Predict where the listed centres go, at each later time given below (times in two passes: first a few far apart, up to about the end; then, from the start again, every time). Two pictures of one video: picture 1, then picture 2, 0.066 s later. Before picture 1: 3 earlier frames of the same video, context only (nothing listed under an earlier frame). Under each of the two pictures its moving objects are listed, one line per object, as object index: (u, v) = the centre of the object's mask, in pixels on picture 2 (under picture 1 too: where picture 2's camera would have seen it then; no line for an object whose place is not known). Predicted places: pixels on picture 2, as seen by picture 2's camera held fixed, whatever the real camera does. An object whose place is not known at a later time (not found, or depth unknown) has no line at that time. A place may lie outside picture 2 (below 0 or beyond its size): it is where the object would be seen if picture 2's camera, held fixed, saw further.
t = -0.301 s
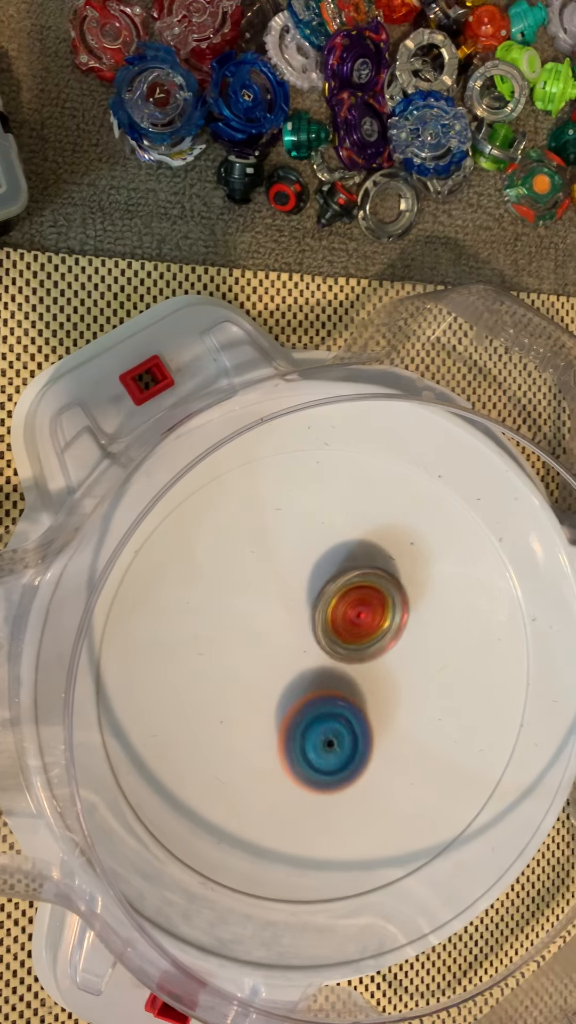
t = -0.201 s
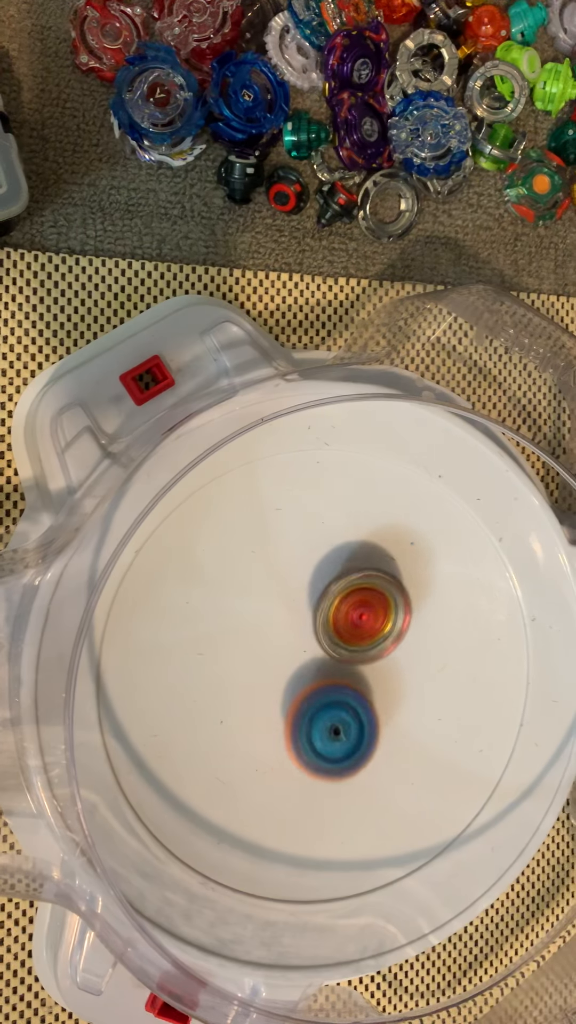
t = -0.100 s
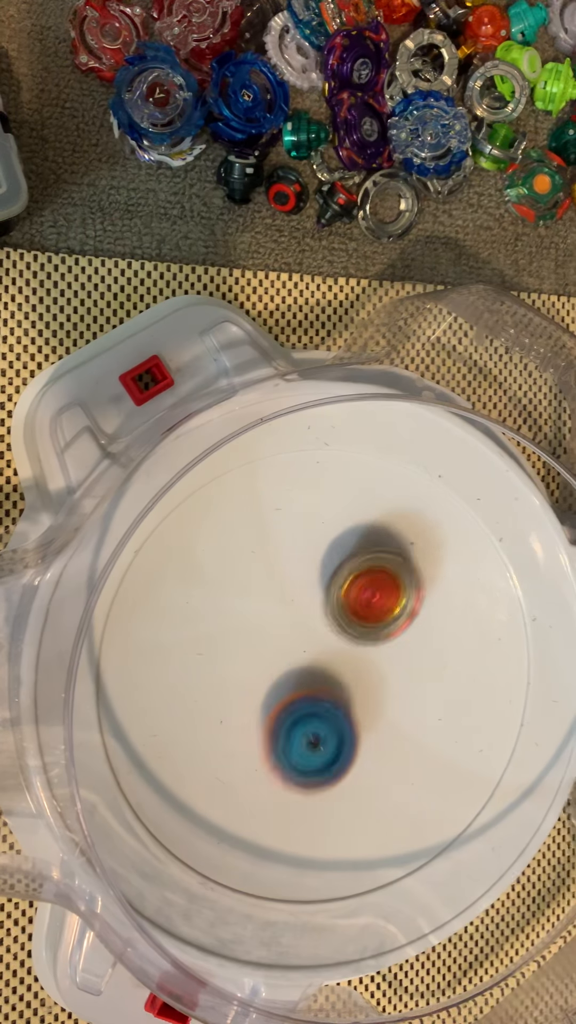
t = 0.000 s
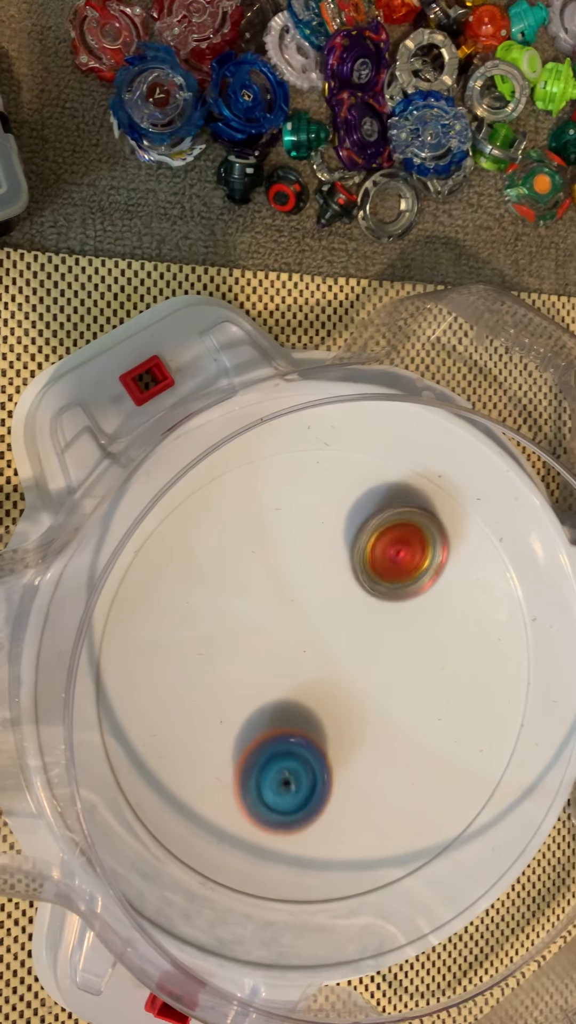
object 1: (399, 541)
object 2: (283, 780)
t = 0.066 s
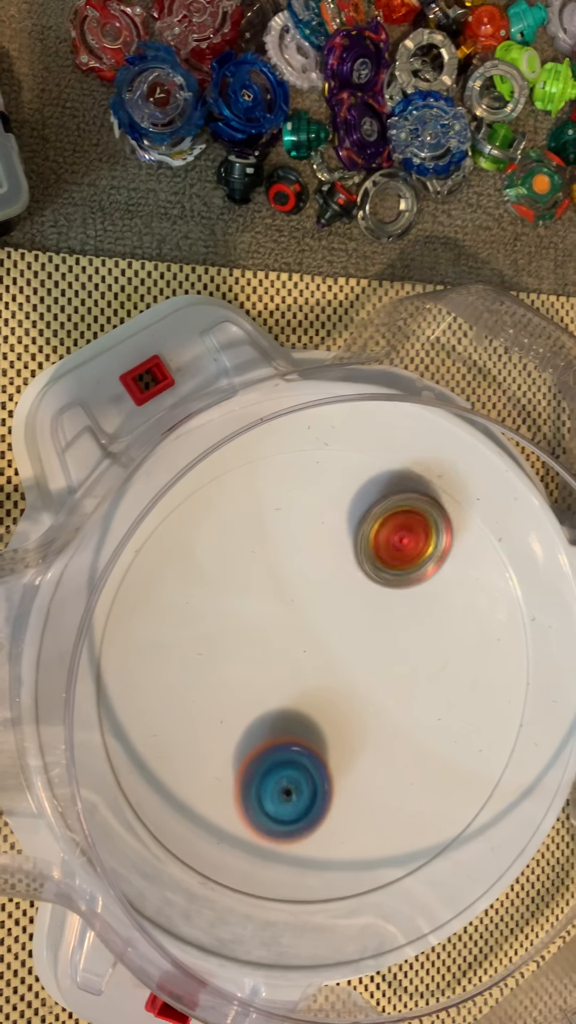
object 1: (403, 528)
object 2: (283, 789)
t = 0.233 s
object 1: (370, 553)
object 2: (329, 766)
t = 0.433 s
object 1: (321, 565)
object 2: (355, 772)
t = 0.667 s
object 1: (331, 555)
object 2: (346, 753)
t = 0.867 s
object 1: (407, 592)
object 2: (286, 730)
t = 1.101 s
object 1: (419, 614)
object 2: (300, 729)
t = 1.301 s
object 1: (393, 622)
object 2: (276, 707)
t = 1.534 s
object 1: (375, 628)
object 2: (272, 707)
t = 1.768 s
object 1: (462, 630)
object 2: (240, 734)
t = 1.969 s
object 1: (476, 624)
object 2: (299, 696)
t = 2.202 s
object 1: (416, 654)
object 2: (289, 617)
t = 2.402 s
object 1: (384, 702)
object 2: (250, 630)
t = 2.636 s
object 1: (388, 760)
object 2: (256, 641)
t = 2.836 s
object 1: (420, 759)
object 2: (268, 635)
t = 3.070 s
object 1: (406, 680)
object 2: (284, 618)
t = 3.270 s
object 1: (414, 702)
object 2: (263, 593)
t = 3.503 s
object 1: (352, 724)
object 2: (289, 640)
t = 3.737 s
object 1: (325, 782)
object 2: (328, 622)
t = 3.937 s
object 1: (314, 770)
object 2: (345, 628)
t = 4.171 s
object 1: (296, 721)
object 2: (359, 640)
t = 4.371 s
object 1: (243, 708)
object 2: (387, 632)
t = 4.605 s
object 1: (251, 716)
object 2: (366, 648)
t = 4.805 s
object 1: (250, 715)
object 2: (400, 665)
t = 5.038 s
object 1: (241, 714)
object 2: (401, 673)
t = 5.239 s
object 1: (260, 679)
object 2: (370, 675)
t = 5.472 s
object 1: (264, 638)
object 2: (354, 686)
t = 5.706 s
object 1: (266, 621)
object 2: (355, 717)
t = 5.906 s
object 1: (272, 620)
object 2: (340, 702)
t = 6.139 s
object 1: (285, 584)
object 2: (335, 727)
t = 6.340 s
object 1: (302, 568)
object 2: (335, 746)
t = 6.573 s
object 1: (313, 545)
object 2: (342, 739)
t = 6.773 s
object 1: (325, 597)
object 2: (347, 722)
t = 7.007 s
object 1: (358, 582)
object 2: (349, 743)
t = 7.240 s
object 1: (388, 582)
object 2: (336, 706)
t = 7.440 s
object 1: (393, 589)
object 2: (313, 702)
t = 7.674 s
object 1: (388, 614)
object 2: (287, 702)
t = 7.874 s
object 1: (377, 624)
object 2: (283, 694)
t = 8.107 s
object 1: (383, 629)
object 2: (284, 683)
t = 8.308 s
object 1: (403, 649)
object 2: (283, 673)
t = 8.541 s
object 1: (404, 678)
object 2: (283, 653)
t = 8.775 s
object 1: (390, 694)
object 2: (293, 643)
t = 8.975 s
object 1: (401, 740)
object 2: (286, 600)
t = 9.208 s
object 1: (381, 729)
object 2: (303, 619)
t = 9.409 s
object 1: (370, 718)
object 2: (306, 632)
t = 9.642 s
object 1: (368, 731)
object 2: (297, 616)
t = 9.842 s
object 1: (360, 727)
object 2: (295, 618)
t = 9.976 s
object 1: (351, 714)
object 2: (300, 626)
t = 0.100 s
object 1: (400, 529)
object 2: (289, 790)
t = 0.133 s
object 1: (395, 530)
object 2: (297, 788)
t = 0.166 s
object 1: (388, 536)
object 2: (307, 782)
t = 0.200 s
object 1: (379, 543)
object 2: (318, 775)
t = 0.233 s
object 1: (370, 553)
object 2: (329, 766)
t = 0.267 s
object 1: (361, 567)
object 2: (339, 754)
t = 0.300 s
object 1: (352, 582)
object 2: (344, 743)
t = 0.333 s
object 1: (343, 597)
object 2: (349, 729)
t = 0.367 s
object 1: (334, 603)
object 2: (351, 727)
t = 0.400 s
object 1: (326, 582)
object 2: (354, 753)
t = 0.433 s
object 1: (321, 565)
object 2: (355, 772)
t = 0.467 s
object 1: (318, 553)
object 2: (357, 788)
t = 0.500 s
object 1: (317, 545)
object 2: (358, 796)
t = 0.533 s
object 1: (317, 539)
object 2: (357, 798)
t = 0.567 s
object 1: (318, 536)
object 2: (356, 794)
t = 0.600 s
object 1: (321, 539)
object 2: (353, 786)
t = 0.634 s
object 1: (325, 545)
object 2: (351, 770)
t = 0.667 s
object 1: (331, 555)
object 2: (346, 753)
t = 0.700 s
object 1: (339, 568)
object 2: (341, 734)
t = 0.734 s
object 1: (347, 583)
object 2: (334, 715)
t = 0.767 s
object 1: (362, 596)
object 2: (324, 708)
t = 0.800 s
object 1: (378, 593)
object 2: (309, 716)
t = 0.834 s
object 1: (393, 592)
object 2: (297, 724)
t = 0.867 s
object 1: (407, 592)
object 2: (286, 730)
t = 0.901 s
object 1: (418, 593)
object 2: (278, 734)
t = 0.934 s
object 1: (424, 592)
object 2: (274, 737)
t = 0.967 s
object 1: (429, 597)
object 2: (275, 737)
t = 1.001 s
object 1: (432, 605)
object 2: (280, 737)
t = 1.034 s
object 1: (429, 607)
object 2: (287, 736)
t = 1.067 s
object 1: (424, 610)
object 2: (294, 732)
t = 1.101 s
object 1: (419, 614)
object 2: (300, 729)
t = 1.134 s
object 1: (411, 621)
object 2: (304, 724)
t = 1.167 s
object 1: (402, 624)
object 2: (308, 717)
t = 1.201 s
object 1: (393, 628)
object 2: (311, 710)
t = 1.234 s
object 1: (390, 628)
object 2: (302, 708)
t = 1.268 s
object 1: (392, 623)
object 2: (289, 708)
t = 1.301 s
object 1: (393, 622)
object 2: (276, 707)
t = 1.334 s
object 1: (393, 620)
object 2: (266, 706)
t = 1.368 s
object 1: (392, 620)
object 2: (260, 705)
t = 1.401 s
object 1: (388, 619)
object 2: (256, 704)
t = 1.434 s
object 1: (385, 622)
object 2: (256, 703)
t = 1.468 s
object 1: (381, 622)
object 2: (260, 703)
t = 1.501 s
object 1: (378, 624)
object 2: (265, 705)
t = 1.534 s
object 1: (375, 628)
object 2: (272, 707)
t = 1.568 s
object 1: (372, 631)
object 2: (279, 709)
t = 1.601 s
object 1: (374, 638)
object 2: (286, 710)
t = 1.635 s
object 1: (392, 636)
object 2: (270, 719)
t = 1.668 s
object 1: (412, 628)
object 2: (255, 726)
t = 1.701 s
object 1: (430, 626)
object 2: (245, 732)
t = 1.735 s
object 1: (449, 628)
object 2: (240, 735)
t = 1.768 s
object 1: (462, 630)
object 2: (240, 734)
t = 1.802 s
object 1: (472, 629)
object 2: (246, 732)
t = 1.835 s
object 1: (480, 630)
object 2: (256, 727)
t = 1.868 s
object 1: (482, 628)
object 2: (267, 722)
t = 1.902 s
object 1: (484, 626)
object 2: (279, 715)
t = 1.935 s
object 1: (481, 625)
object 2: (289, 707)
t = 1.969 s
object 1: (476, 624)
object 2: (299, 696)
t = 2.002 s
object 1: (468, 624)
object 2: (305, 686)
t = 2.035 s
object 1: (458, 624)
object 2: (310, 674)
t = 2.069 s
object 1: (446, 626)
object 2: (313, 664)
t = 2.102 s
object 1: (433, 629)
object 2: (315, 652)
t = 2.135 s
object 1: (421, 635)
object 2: (315, 640)
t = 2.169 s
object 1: (419, 643)
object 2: (302, 626)
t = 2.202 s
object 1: (416, 654)
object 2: (289, 617)
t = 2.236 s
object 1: (413, 666)
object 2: (276, 611)
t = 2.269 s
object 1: (408, 672)
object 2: (264, 609)
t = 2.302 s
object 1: (403, 682)
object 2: (255, 610)
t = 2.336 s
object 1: (398, 690)
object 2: (250, 615)
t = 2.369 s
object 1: (391, 697)
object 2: (248, 623)
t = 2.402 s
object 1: (384, 702)
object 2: (250, 630)
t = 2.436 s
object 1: (379, 711)
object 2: (255, 639)
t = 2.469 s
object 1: (371, 716)
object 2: (261, 647)
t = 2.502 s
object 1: (365, 714)
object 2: (267, 656)
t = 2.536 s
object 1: (357, 709)
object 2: (272, 664)
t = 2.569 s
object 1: (365, 722)
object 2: (266, 656)
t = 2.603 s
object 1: (378, 744)
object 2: (261, 649)
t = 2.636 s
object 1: (388, 760)
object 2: (256, 641)
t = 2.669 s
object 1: (397, 771)
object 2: (253, 635)
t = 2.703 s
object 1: (405, 777)
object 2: (252, 632)
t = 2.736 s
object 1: (413, 777)
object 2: (255, 631)
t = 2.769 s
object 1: (418, 775)
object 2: (258, 631)
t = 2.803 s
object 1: (421, 769)
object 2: (263, 632)
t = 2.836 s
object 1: (420, 759)
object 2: (268, 635)
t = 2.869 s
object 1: (419, 747)
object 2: (274, 638)
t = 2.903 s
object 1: (415, 733)
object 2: (280, 642)
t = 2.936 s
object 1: (410, 720)
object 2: (285, 646)
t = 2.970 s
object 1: (405, 706)
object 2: (291, 646)
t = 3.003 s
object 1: (398, 692)
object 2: (298, 647)
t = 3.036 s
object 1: (396, 676)
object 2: (297, 638)
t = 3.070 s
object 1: (406, 680)
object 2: (284, 618)
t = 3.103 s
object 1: (414, 685)
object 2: (272, 605)
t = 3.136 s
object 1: (419, 689)
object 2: (265, 596)
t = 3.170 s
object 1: (421, 693)
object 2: (261, 590)
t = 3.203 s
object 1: (420, 697)
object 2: (259, 588)
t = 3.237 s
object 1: (419, 700)
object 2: (260, 589)
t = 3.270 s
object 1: (414, 702)
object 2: (263, 593)
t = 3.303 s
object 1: (409, 703)
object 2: (267, 599)
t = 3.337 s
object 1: (400, 705)
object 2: (273, 607)
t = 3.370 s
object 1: (391, 705)
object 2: (278, 616)
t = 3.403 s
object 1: (381, 714)
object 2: (283, 626)
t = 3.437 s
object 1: (367, 707)
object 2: (287, 634)
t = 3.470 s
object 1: (358, 712)
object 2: (290, 642)
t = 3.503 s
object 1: (352, 724)
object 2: (289, 640)
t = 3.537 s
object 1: (347, 734)
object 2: (287, 637)
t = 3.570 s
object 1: (346, 751)
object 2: (289, 637)
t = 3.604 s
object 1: (341, 763)
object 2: (294, 634)
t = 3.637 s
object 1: (336, 770)
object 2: (300, 632)
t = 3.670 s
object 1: (333, 776)
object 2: (310, 629)
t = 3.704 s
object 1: (328, 780)
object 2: (319, 625)
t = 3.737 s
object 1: (325, 782)
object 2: (328, 622)
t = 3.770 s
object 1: (323, 783)
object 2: (335, 620)
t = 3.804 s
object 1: (321, 783)
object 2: (339, 620)
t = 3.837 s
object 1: (319, 781)
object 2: (344, 621)
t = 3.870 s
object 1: (318, 779)
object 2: (346, 622)
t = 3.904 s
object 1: (316, 775)
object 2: (346, 625)
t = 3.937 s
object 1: (314, 770)
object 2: (345, 628)
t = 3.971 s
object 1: (313, 766)
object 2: (344, 631)
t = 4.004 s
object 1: (311, 760)
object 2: (343, 631)
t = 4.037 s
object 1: (309, 754)
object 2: (345, 633)
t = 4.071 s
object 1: (307, 746)
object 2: (348, 634)
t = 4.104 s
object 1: (304, 737)
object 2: (352, 638)
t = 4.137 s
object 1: (300, 729)
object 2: (357, 639)
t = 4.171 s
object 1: (296, 721)
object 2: (359, 640)
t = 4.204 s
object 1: (288, 714)
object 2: (364, 638)
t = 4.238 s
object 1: (277, 711)
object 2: (372, 635)
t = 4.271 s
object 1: (266, 709)
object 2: (378, 634)
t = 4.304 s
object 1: (257, 708)
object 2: (382, 632)
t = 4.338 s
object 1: (250, 708)
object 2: (386, 632)
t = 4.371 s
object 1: (243, 708)
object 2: (387, 632)
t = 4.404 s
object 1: (238, 709)
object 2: (386, 634)
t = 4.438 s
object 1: (235, 709)
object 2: (383, 636)
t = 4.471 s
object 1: (235, 710)
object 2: (381, 638)
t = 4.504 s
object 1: (238, 711)
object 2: (377, 641)
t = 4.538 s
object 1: (241, 714)
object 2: (374, 643)
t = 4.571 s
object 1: (246, 715)
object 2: (370, 646)
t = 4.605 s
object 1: (251, 716)
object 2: (366, 648)
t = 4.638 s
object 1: (257, 716)
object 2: (361, 651)
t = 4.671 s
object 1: (265, 716)
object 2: (360, 653)
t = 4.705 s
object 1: (272, 712)
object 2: (358, 658)
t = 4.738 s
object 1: (269, 713)
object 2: (367, 662)
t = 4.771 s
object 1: (257, 714)
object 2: (385, 664)
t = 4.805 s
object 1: (250, 715)
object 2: (400, 665)
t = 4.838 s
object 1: (241, 714)
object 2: (409, 667)
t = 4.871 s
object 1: (236, 713)
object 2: (415, 668)
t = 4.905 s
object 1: (232, 713)
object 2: (417, 670)
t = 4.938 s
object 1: (232, 713)
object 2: (416, 671)
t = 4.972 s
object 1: (234, 713)
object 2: (414, 672)
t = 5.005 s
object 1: (238, 713)
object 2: (408, 672)
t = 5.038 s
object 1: (241, 714)
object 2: (401, 673)
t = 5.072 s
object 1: (246, 713)
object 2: (393, 674)
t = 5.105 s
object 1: (252, 711)
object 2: (386, 673)
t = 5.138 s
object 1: (258, 708)
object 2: (376, 674)
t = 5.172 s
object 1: (265, 701)
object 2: (368, 674)
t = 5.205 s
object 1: (269, 692)
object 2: (364, 673)
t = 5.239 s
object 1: (260, 679)
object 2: (370, 675)
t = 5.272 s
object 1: (254, 668)
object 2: (372, 676)
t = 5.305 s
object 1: (252, 657)
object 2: (372, 678)
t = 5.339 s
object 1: (251, 648)
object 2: (370, 679)
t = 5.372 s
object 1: (252, 642)
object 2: (367, 681)
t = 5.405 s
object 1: (255, 637)
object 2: (363, 683)
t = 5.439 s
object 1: (260, 636)
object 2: (359, 684)
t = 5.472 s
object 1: (264, 638)
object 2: (354, 686)
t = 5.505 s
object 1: (268, 638)
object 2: (351, 688)
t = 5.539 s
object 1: (268, 634)
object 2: (353, 695)
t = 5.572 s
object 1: (265, 630)
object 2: (354, 703)
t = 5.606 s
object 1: (265, 629)
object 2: (355, 711)
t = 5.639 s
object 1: (264, 625)
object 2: (356, 714)
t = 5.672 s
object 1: (265, 621)
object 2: (355, 716)
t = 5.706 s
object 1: (266, 621)
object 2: (355, 717)
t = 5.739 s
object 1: (266, 622)
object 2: (352, 717)
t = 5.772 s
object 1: (266, 623)
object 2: (350, 714)
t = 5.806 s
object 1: (268, 625)
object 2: (347, 712)
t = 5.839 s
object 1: (268, 627)
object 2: (343, 709)
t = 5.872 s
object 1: (270, 631)
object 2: (340, 703)
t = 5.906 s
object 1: (272, 620)
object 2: (340, 702)
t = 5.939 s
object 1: (269, 607)
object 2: (342, 712)
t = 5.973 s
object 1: (269, 593)
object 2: (344, 720)
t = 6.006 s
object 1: (271, 587)
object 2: (343, 725)
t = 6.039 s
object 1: (274, 580)
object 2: (342, 730)
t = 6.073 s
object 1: (277, 580)
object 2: (340, 732)
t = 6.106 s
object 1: (281, 580)
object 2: (338, 730)
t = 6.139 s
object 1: (285, 584)
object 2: (335, 727)
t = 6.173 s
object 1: (288, 590)
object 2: (333, 725)
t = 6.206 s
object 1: (291, 596)
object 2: (330, 720)
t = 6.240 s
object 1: (295, 603)
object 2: (328, 715)
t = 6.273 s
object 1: (299, 604)
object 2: (328, 714)
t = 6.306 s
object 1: (301, 582)
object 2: (332, 731)
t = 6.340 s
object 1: (302, 568)
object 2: (335, 746)
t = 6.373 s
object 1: (306, 554)
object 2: (336, 754)
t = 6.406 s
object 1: (307, 544)
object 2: (337, 758)
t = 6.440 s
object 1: (310, 538)
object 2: (339, 756)
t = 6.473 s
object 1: (311, 535)
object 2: (340, 754)
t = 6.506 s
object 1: (313, 533)
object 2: (341, 750)
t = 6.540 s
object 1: (313, 537)
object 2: (342, 745)
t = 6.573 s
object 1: (313, 545)
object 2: (342, 739)
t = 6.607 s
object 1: (311, 551)
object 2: (343, 733)
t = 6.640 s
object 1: (313, 565)
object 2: (344, 727)
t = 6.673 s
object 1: (314, 579)
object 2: (346, 721)
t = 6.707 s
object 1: (318, 591)
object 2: (346, 716)
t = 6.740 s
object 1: (320, 601)
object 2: (346, 711)
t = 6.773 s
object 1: (325, 597)
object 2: (347, 722)
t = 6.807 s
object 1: (331, 593)
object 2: (349, 736)
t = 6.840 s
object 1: (332, 585)
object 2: (349, 746)
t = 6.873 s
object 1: (337, 583)
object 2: (351, 751)
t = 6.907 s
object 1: (339, 581)
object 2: (351, 753)
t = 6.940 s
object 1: (345, 581)
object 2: (351, 752)
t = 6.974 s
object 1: (350, 582)
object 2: (350, 748)
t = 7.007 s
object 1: (358, 582)
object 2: (349, 743)
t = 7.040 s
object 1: (360, 582)
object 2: (348, 736)
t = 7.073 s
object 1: (363, 583)
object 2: (347, 728)
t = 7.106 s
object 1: (369, 590)
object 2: (346, 720)
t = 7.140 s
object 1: (372, 592)
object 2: (346, 711)
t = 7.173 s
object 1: (375, 594)
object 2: (345, 705)
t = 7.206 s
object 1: (379, 591)
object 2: (343, 701)
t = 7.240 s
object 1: (388, 582)
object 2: (336, 706)
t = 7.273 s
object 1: (394, 577)
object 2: (328, 710)
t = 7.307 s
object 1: (399, 576)
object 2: (323, 710)
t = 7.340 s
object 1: (402, 577)
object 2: (319, 709)
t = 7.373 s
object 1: (400, 581)
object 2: (317, 707)
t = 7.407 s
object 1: (398, 584)
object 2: (314, 705)
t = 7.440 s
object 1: (393, 589)
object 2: (313, 702)
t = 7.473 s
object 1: (390, 596)
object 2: (312, 700)
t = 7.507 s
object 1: (383, 601)
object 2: (312, 697)
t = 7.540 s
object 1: (383, 608)
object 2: (307, 698)
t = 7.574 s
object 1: (385, 605)
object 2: (297, 702)
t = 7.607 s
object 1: (389, 609)
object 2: (291, 703)
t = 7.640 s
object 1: (390, 612)
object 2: (288, 703)
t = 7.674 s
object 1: (388, 614)
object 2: (287, 702)
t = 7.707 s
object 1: (386, 618)
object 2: (287, 700)
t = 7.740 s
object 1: (383, 622)
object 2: (288, 698)
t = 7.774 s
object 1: (378, 625)
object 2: (290, 695)
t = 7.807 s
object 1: (377, 625)
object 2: (288, 695)
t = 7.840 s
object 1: (378, 626)
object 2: (285, 695)
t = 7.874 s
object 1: (377, 624)
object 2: (283, 694)
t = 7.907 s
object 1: (381, 626)
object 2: (283, 693)
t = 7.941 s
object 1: (379, 624)
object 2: (282, 691)
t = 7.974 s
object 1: (379, 625)
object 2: (283, 689)
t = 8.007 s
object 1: (378, 626)
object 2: (284, 687)
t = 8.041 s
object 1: (379, 626)
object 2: (285, 685)
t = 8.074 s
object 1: (380, 627)
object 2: (285, 684)
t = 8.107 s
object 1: (383, 629)
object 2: (284, 683)
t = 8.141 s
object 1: (385, 631)
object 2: (285, 681)
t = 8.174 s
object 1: (386, 633)
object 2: (287, 679)
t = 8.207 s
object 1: (386, 636)
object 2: (289, 676)
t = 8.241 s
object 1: (391, 640)
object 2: (285, 676)
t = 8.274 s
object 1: (397, 642)
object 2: (282, 675)
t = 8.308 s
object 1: (403, 649)
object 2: (283, 673)
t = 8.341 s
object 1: (399, 650)
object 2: (284, 671)
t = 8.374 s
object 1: (399, 654)
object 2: (286, 669)
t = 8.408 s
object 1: (393, 655)
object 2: (290, 666)
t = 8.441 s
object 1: (390, 659)
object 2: (292, 664)
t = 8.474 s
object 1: (395, 665)
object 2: (287, 660)
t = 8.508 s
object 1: (404, 673)
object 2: (283, 656)
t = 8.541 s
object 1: (404, 678)
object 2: (283, 653)
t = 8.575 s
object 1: (404, 680)
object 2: (284, 651)
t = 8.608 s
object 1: (401, 682)
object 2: (287, 650)
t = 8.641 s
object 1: (397, 684)
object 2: (290, 649)
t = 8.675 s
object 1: (389, 679)
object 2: (294, 650)
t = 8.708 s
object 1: (387, 681)
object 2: (296, 648)
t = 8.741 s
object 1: (387, 684)
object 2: (293, 645)
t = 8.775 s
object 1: (390, 694)
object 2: (293, 643)
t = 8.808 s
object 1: (388, 698)
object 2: (294, 643)
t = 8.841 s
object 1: (384, 698)
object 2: (296, 644)
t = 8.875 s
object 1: (382, 689)
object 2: (297, 642)
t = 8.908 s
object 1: (390, 714)
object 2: (291, 625)
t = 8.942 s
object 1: (397, 728)
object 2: (287, 610)
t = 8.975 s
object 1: (401, 740)
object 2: (286, 600)
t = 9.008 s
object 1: (400, 750)
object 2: (286, 594)
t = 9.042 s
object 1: (400, 752)
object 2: (288, 592)
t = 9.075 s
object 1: (396, 748)
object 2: (293, 596)
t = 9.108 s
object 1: (393, 745)
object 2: (296, 601)
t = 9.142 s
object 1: (390, 741)
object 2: (298, 607)
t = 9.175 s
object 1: (385, 736)
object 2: (301, 613)
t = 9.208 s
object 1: (381, 729)
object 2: (303, 619)
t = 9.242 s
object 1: (376, 723)
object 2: (306, 625)
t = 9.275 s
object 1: (372, 715)
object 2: (309, 632)
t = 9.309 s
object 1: (372, 717)
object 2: (307, 631)
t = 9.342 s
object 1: (373, 719)
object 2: (306, 630)
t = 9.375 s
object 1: (372, 719)
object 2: (306, 631)
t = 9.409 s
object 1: (370, 718)
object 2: (306, 632)
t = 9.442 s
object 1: (370, 718)
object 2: (306, 632)
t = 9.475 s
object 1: (369, 720)
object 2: (304, 631)
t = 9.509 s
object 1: (368, 720)
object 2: (304, 631)
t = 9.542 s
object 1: (367, 718)
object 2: (304, 633)
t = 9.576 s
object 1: (365, 717)
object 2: (304, 635)
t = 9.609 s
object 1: (367, 724)
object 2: (299, 622)
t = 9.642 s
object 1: (368, 731)
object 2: (297, 616)
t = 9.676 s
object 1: (368, 735)
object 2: (295, 611)
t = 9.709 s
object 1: (367, 736)
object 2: (294, 610)
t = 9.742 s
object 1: (366, 736)
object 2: (294, 610)
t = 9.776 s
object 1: (364, 734)
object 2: (294, 612)
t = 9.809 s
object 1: (362, 730)
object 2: (294, 615)
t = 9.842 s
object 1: (360, 727)
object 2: (295, 618)
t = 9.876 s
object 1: (357, 723)
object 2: (296, 621)
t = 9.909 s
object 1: (354, 718)
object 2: (297, 624)
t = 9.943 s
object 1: (352, 713)
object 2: (298, 627)
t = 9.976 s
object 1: (351, 714)
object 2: (300, 626)
